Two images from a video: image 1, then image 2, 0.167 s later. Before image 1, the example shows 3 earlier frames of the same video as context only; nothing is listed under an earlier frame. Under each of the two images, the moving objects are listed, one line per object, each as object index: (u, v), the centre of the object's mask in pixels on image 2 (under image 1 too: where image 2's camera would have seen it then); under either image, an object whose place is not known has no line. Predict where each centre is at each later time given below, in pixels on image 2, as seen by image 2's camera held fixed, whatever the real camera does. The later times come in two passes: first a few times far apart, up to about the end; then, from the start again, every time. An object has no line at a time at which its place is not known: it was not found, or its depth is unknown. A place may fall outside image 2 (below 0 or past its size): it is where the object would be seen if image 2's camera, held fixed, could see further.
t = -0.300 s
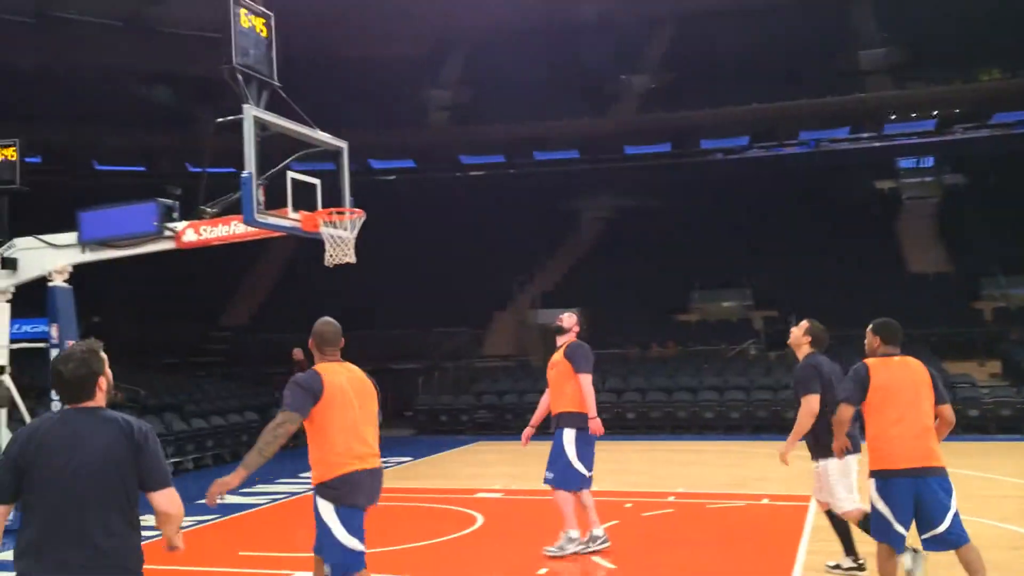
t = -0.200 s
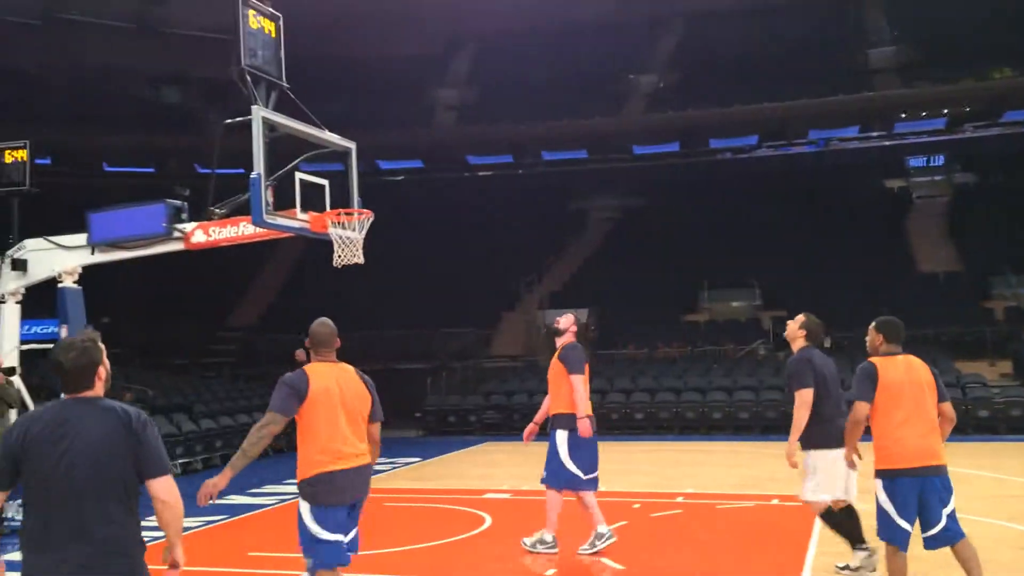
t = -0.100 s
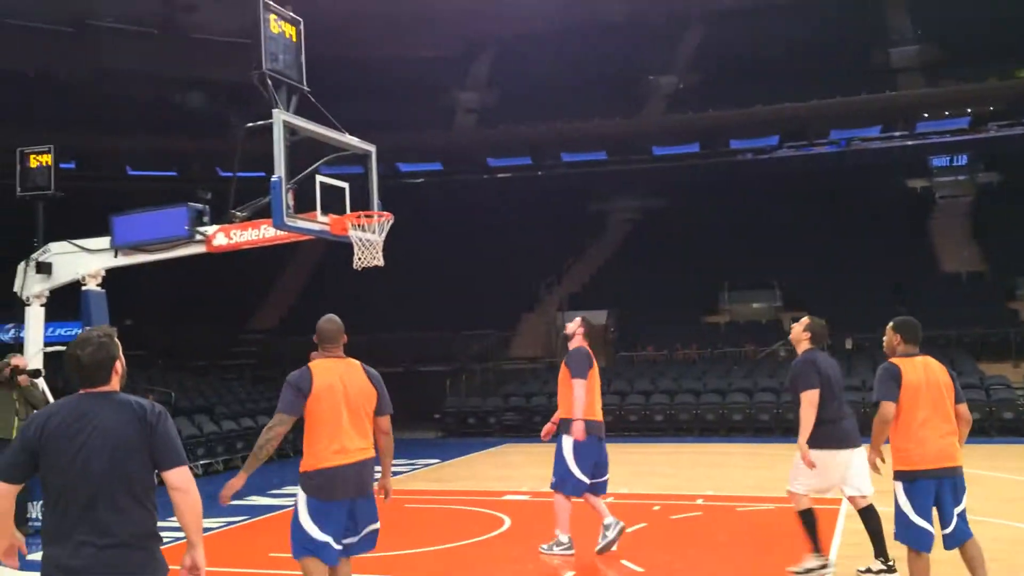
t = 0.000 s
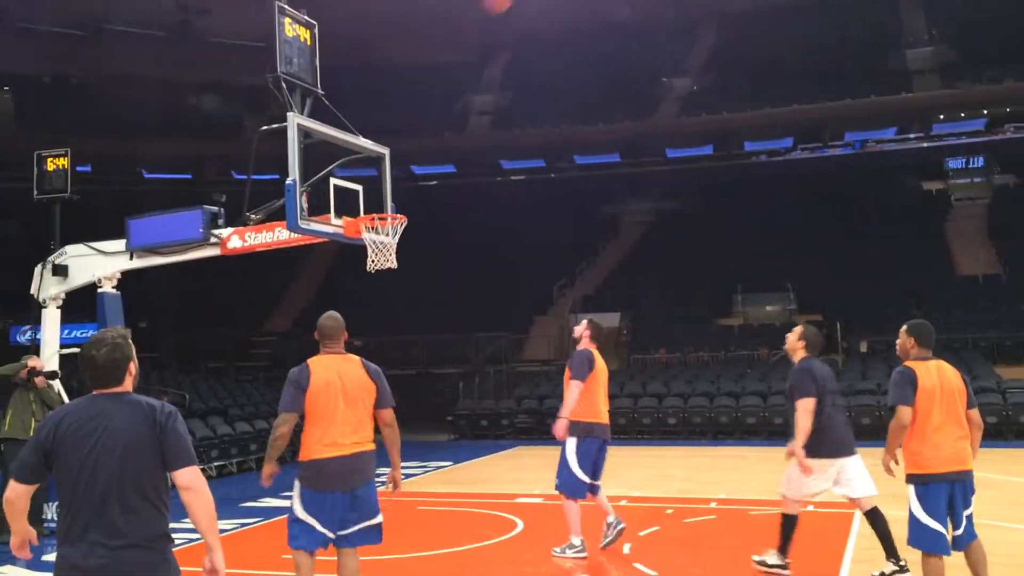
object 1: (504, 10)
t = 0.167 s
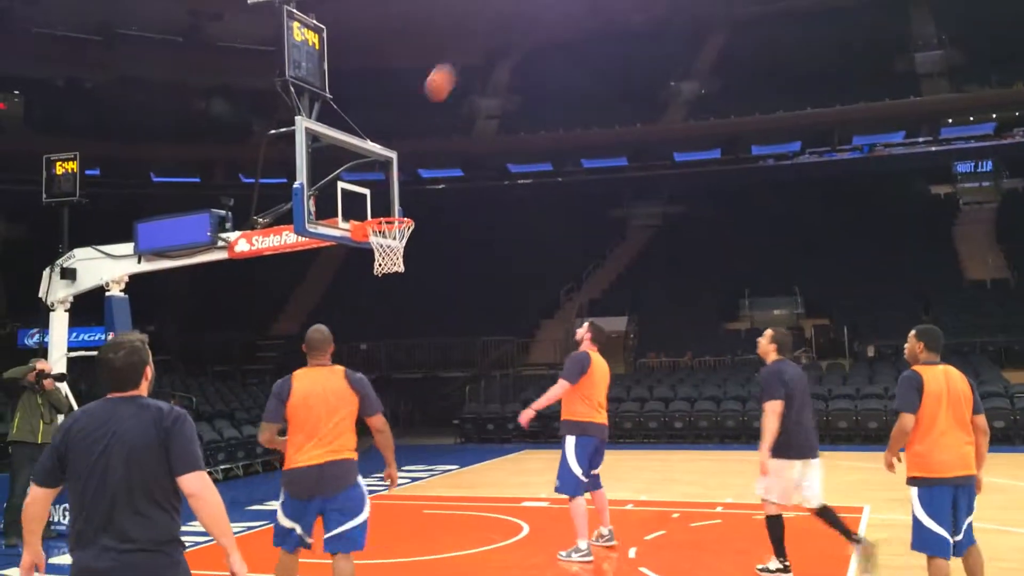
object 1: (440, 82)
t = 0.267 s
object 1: (405, 141)
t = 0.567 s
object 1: (358, 158)
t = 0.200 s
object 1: (427, 102)
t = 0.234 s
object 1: (415, 122)
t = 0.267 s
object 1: (405, 141)
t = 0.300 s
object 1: (393, 162)
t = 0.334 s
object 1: (380, 186)
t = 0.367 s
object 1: (371, 205)
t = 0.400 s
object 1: (359, 205)
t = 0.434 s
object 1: (350, 195)
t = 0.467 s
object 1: (347, 183)
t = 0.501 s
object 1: (350, 173)
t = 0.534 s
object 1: (354, 164)
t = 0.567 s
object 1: (358, 158)
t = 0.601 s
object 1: (362, 150)
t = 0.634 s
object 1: (367, 144)
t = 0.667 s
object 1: (372, 139)
